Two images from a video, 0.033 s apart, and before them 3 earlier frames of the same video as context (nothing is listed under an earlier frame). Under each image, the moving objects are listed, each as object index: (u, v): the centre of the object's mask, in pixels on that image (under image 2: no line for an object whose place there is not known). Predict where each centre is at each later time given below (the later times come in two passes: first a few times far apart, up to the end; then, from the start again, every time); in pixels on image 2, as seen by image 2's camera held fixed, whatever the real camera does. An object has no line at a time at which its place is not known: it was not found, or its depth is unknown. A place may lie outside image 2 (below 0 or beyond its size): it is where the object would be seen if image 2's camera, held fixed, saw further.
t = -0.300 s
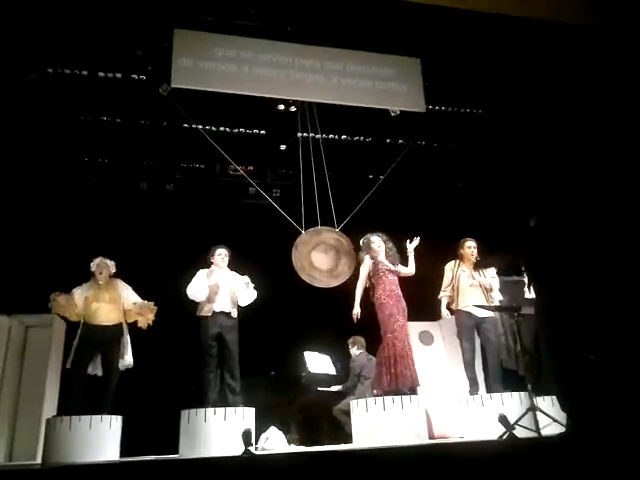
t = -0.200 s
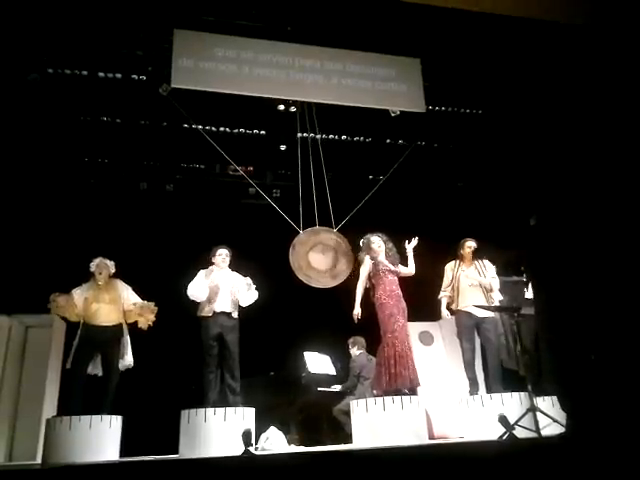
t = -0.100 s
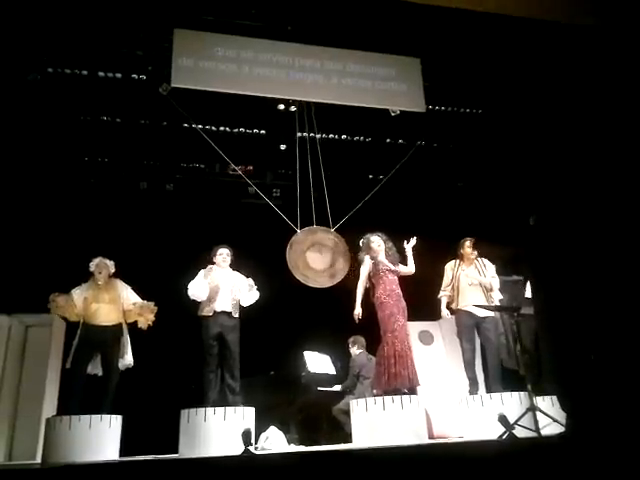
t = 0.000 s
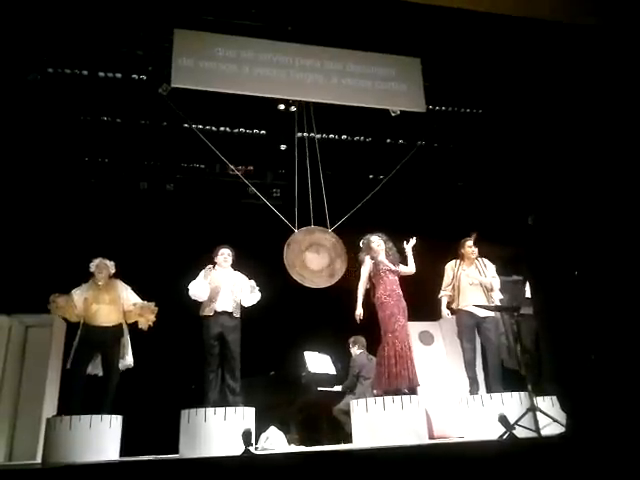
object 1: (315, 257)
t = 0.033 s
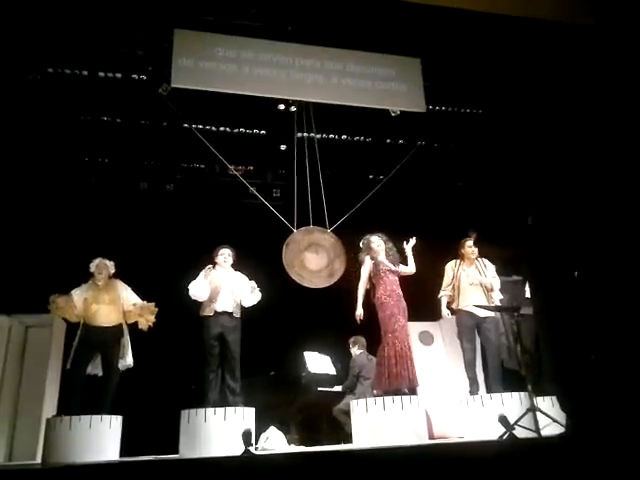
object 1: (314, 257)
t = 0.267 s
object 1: (306, 257)
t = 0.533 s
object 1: (296, 256)
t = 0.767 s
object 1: (288, 256)
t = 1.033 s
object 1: (281, 255)
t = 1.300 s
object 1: (277, 255)
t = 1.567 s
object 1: (277, 254)
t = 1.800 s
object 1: (279, 255)
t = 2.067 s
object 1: (285, 256)
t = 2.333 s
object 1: (293, 257)
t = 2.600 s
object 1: (303, 257)
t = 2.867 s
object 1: (313, 257)
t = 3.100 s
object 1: (321, 257)
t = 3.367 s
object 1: (329, 257)
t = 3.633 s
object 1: (333, 257)
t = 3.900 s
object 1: (334, 257)
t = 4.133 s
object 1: (331, 257)
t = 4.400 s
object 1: (325, 257)
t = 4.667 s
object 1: (315, 257)
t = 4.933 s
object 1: (304, 257)
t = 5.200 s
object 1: (293, 256)
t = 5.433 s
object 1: (284, 255)
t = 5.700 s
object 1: (278, 254)
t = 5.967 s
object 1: (275, 253)
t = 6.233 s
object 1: (275, 253)
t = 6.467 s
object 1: (278, 254)
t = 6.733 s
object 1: (284, 256)
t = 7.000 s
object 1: (294, 257)
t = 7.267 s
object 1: (307, 257)
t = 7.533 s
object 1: (318, 257)
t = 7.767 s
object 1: (327, 257)
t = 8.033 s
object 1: (333, 257)
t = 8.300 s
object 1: (336, 256)
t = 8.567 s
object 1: (335, 257)
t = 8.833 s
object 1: (332, 257)
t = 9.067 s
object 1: (325, 257)
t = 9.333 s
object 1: (315, 257)
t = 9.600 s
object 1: (304, 257)
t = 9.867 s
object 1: (292, 256)
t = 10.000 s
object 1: (286, 256)
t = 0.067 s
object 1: (313, 257)
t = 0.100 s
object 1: (312, 257)
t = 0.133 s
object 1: (310, 257)
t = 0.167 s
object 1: (309, 257)
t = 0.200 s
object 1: (308, 257)
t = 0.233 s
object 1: (307, 257)
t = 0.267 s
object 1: (306, 257)
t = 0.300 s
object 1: (304, 257)
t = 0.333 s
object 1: (303, 257)
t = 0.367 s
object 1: (302, 257)
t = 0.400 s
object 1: (301, 257)
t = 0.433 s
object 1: (300, 257)
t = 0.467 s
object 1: (298, 257)
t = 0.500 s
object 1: (297, 257)
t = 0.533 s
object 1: (296, 256)
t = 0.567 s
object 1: (295, 256)
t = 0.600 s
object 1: (294, 256)
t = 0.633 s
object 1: (293, 256)
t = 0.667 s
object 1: (291, 256)
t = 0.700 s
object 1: (291, 256)
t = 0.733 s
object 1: (289, 256)
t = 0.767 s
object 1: (288, 256)
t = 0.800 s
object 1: (287, 256)
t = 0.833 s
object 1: (286, 256)
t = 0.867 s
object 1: (285, 256)
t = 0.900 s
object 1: (284, 256)
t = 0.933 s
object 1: (284, 255)
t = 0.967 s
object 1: (283, 255)
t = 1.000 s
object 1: (282, 255)
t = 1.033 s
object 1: (281, 255)
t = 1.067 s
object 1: (281, 255)
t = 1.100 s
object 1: (280, 255)
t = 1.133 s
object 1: (279, 255)
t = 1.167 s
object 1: (279, 255)
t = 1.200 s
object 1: (278, 255)
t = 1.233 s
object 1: (278, 255)
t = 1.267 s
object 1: (278, 255)
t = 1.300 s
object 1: (277, 255)
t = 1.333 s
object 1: (277, 255)
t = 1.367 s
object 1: (277, 254)
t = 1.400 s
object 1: (277, 254)
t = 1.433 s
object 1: (277, 254)
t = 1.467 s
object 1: (277, 254)
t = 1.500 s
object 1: (277, 254)
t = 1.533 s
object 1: (277, 254)
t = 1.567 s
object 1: (277, 254)
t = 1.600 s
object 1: (277, 254)
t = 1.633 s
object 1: (278, 254)
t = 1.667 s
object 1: (278, 255)
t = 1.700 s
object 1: (278, 255)
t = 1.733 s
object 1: (279, 255)
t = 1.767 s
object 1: (279, 255)
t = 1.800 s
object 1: (279, 255)
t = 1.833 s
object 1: (280, 255)
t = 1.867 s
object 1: (280, 255)
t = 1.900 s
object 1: (281, 255)
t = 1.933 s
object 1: (282, 255)
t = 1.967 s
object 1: (282, 255)
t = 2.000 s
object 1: (283, 256)
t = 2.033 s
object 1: (284, 256)
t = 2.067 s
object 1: (285, 256)
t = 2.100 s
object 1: (286, 256)
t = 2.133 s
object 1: (287, 256)
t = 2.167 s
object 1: (287, 256)
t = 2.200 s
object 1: (288, 256)
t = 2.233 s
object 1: (290, 256)
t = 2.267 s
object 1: (291, 256)
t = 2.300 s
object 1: (292, 257)
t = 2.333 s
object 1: (293, 257)
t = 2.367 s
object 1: (294, 257)
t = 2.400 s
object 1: (295, 257)
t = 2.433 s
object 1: (296, 257)
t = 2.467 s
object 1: (298, 257)
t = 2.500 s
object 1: (299, 257)
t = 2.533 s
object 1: (300, 257)
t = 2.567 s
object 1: (301, 257)
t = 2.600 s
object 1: (303, 257)
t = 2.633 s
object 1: (304, 257)
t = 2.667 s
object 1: (305, 257)
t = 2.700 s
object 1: (307, 257)
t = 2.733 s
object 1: (308, 257)
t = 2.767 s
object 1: (309, 257)
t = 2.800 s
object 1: (310, 257)
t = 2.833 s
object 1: (312, 257)
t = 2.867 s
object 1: (313, 257)
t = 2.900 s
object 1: (314, 258)
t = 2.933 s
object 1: (315, 258)
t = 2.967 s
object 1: (317, 257)
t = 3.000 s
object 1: (318, 257)
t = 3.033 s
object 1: (319, 257)
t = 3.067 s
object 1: (320, 257)
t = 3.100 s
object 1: (321, 257)
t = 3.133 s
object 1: (322, 257)
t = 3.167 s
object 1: (323, 257)
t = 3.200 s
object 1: (324, 257)
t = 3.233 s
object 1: (326, 257)
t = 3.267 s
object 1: (326, 257)
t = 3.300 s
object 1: (327, 257)
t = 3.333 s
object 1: (328, 257)
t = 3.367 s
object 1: (329, 257)
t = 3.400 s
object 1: (330, 257)
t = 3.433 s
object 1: (331, 257)
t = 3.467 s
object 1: (331, 257)
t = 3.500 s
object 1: (332, 257)
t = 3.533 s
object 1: (332, 257)
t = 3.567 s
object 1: (333, 257)
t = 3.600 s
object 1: (333, 257)
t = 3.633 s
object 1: (333, 257)
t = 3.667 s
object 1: (334, 257)
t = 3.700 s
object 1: (334, 257)
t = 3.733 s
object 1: (334, 257)
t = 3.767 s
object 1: (334, 257)
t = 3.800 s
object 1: (334, 257)
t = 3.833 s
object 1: (334, 257)
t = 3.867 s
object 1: (334, 257)
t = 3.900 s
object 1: (334, 257)
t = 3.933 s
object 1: (334, 257)
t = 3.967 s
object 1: (334, 257)
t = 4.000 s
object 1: (333, 257)
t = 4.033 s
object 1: (333, 257)
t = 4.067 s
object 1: (333, 257)
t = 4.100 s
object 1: (332, 257)
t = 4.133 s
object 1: (331, 257)
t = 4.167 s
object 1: (331, 257)
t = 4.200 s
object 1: (330, 257)
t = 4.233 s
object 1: (330, 257)
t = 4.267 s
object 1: (329, 257)
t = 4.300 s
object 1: (328, 257)
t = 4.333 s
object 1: (327, 257)
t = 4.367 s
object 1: (326, 257)
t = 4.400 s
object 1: (325, 257)
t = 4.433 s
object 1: (324, 257)
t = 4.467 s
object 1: (323, 257)
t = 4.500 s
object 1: (322, 257)
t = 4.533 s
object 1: (321, 257)
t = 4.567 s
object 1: (319, 257)
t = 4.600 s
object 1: (318, 257)
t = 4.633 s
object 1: (317, 257)
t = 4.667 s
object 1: (315, 257)
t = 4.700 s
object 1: (314, 257)
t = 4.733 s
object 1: (313, 257)
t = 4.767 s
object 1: (311, 257)
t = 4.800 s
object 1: (310, 257)
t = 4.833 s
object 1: (309, 257)
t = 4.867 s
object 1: (307, 257)
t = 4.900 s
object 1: (306, 257)
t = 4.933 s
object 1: (304, 257)
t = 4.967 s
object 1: (303, 257)
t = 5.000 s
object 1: (302, 257)
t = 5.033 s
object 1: (300, 257)
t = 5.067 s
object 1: (299, 257)
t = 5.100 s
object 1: (297, 256)
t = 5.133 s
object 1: (296, 256)
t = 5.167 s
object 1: (295, 256)
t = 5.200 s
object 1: (293, 256)
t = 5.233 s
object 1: (292, 256)
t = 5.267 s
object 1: (290, 256)
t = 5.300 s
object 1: (289, 256)
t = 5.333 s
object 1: (288, 256)
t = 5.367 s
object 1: (286, 256)
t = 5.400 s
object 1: (285, 255)
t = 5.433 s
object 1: (284, 255)
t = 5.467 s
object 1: (283, 255)
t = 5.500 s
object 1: (282, 255)
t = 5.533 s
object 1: (281, 255)
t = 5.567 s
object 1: (281, 255)
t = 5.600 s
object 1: (280, 254)
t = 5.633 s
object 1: (279, 254)
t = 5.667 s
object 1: (279, 254)
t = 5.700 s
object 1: (278, 254)
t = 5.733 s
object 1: (277, 254)
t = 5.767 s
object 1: (277, 253)
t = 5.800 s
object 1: (276, 253)
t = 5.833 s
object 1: (276, 253)
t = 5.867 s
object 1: (275, 253)
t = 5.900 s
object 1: (275, 253)
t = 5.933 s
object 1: (275, 253)
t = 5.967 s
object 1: (275, 253)
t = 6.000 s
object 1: (274, 253)
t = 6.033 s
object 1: (274, 253)
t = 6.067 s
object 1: (274, 253)
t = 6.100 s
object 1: (274, 253)
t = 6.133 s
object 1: (274, 253)
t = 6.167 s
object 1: (274, 253)
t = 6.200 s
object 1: (275, 253)
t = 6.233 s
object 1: (275, 253)
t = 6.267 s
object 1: (275, 253)
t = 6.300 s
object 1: (276, 253)
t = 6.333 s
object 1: (276, 253)
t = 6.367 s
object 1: (276, 253)
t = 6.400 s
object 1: (277, 253)
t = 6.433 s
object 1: (277, 254)
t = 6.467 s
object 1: (278, 254)
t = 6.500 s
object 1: (279, 254)
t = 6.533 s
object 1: (279, 254)
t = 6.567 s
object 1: (280, 255)
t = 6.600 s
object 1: (280, 255)
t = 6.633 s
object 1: (281, 255)
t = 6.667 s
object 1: (282, 255)
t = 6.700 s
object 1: (283, 255)
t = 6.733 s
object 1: (284, 256)
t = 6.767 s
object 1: (285, 256)
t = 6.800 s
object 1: (286, 256)
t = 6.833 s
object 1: (288, 256)
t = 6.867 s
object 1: (289, 256)
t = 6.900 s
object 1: (290, 256)
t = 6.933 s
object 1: (292, 257)
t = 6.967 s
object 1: (293, 257)
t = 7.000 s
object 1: (294, 257)
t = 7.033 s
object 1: (296, 257)
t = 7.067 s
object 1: (297, 257)
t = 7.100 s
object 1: (299, 257)
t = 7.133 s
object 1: (301, 257)
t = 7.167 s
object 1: (302, 257)
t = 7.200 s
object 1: (304, 257)
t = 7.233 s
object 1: (305, 257)
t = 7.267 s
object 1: (307, 257)
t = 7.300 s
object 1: (308, 257)
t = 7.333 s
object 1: (310, 257)
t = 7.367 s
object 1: (311, 257)
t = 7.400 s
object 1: (313, 258)
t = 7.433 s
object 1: (314, 257)
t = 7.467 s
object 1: (316, 257)
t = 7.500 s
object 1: (317, 257)
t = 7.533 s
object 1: (318, 257)
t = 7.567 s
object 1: (320, 257)
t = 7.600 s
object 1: (321, 257)
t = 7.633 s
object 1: (322, 257)
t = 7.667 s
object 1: (323, 257)
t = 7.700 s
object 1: (324, 257)
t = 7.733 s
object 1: (326, 257)
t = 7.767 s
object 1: (327, 257)
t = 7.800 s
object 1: (328, 257)
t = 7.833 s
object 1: (329, 257)
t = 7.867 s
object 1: (329, 257)
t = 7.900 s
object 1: (330, 257)
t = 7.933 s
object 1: (331, 257)
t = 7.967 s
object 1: (332, 257)
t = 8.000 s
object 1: (332, 257)
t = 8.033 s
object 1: (333, 257)
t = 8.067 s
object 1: (334, 257)
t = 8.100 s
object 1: (334, 257)
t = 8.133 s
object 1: (334, 257)
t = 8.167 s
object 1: (335, 257)
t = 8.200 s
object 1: (335, 257)
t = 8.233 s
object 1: (335, 257)
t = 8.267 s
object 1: (335, 257)
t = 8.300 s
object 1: (336, 256)
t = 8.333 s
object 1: (336, 257)
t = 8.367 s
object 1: (336, 256)
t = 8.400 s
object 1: (336, 256)
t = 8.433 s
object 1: (335, 257)
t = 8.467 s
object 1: (335, 257)
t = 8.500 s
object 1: (336, 257)
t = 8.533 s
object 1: (335, 257)
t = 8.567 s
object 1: (335, 257)
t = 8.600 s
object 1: (335, 256)
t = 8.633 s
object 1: (334, 257)
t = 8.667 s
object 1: (334, 257)
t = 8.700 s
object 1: (334, 257)
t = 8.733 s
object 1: (333, 257)
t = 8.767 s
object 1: (333, 257)
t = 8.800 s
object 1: (332, 257)
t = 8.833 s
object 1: (332, 257)
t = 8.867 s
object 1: (331, 257)
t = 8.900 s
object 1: (330, 257)
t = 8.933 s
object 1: (329, 257)
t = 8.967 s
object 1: (328, 257)
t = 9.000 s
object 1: (327, 257)
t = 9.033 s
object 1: (326, 257)
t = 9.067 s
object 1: (325, 257)
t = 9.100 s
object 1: (324, 257)
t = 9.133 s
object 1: (323, 257)
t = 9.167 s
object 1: (322, 257)
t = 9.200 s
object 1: (320, 257)
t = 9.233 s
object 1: (319, 257)
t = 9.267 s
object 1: (318, 257)
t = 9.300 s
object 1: (317, 257)
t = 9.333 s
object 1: (315, 257)
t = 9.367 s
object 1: (314, 257)
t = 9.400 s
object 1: (313, 257)
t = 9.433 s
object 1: (311, 257)
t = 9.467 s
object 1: (310, 257)
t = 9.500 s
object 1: (308, 257)
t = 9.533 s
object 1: (307, 257)
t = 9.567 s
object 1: (305, 257)
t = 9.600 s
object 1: (304, 257)
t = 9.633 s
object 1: (302, 257)
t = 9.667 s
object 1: (301, 257)
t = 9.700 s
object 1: (299, 257)
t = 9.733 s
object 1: (298, 257)
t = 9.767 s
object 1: (296, 257)
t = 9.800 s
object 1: (295, 257)
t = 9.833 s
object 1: (293, 256)
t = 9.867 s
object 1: (292, 256)
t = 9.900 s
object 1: (290, 256)
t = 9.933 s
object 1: (289, 256)
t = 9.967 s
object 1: (287, 256)
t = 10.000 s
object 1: (286, 256)
